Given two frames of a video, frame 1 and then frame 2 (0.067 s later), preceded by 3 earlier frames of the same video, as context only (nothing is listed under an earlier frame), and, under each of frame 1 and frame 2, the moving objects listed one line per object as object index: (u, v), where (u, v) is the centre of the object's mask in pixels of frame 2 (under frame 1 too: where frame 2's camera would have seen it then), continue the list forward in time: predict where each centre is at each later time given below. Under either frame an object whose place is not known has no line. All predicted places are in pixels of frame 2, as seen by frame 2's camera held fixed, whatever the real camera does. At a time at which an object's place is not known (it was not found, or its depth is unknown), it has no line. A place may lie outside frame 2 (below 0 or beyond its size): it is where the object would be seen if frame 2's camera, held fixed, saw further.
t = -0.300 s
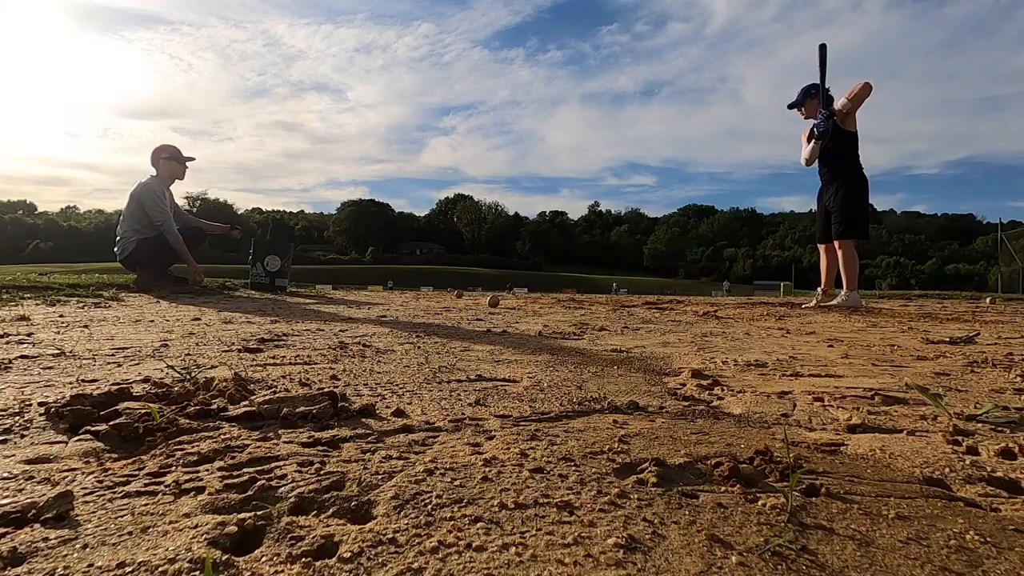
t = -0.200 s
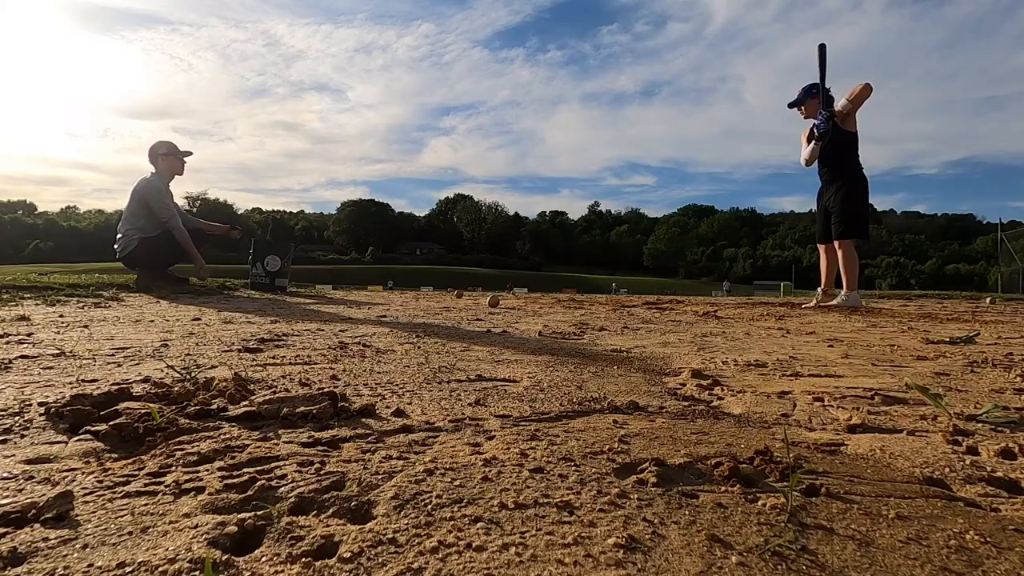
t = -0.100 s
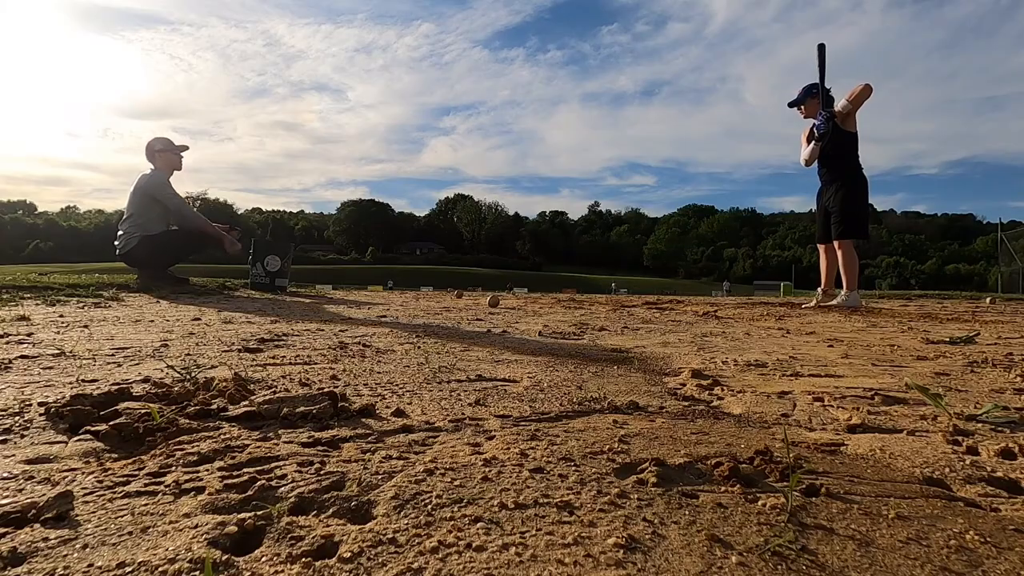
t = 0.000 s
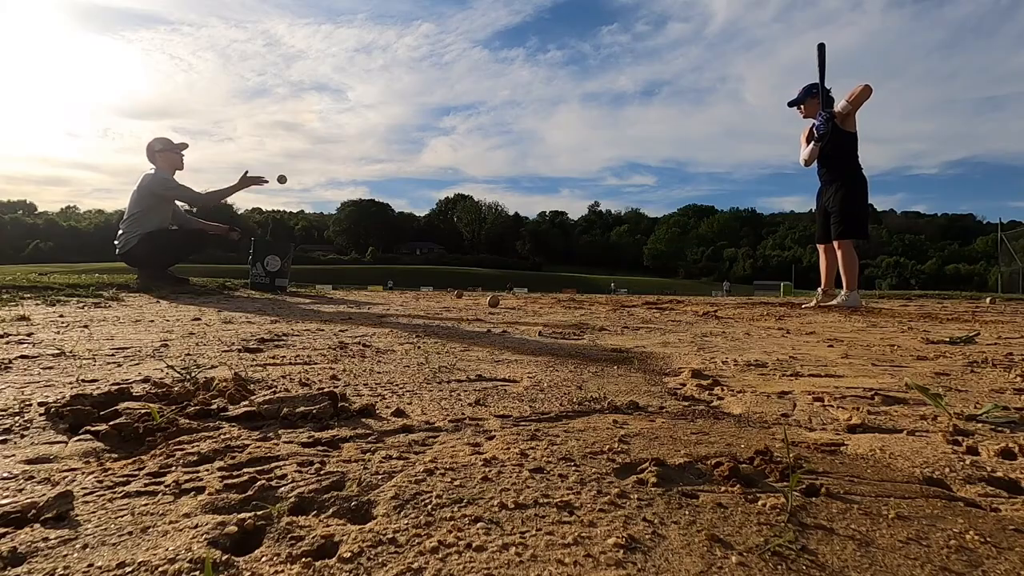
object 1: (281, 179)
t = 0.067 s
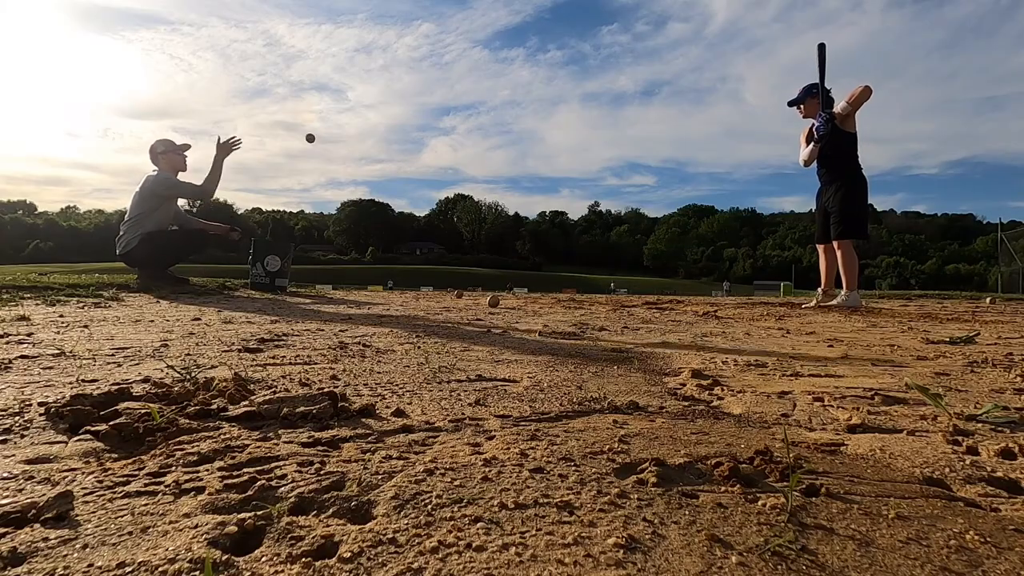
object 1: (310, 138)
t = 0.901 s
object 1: (605, 139)
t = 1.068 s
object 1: (652, 234)
